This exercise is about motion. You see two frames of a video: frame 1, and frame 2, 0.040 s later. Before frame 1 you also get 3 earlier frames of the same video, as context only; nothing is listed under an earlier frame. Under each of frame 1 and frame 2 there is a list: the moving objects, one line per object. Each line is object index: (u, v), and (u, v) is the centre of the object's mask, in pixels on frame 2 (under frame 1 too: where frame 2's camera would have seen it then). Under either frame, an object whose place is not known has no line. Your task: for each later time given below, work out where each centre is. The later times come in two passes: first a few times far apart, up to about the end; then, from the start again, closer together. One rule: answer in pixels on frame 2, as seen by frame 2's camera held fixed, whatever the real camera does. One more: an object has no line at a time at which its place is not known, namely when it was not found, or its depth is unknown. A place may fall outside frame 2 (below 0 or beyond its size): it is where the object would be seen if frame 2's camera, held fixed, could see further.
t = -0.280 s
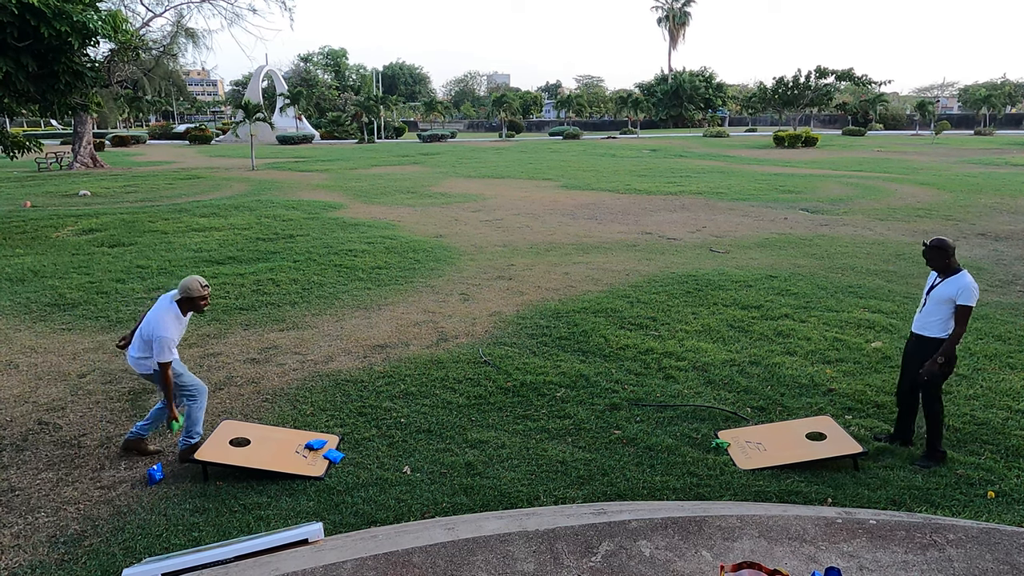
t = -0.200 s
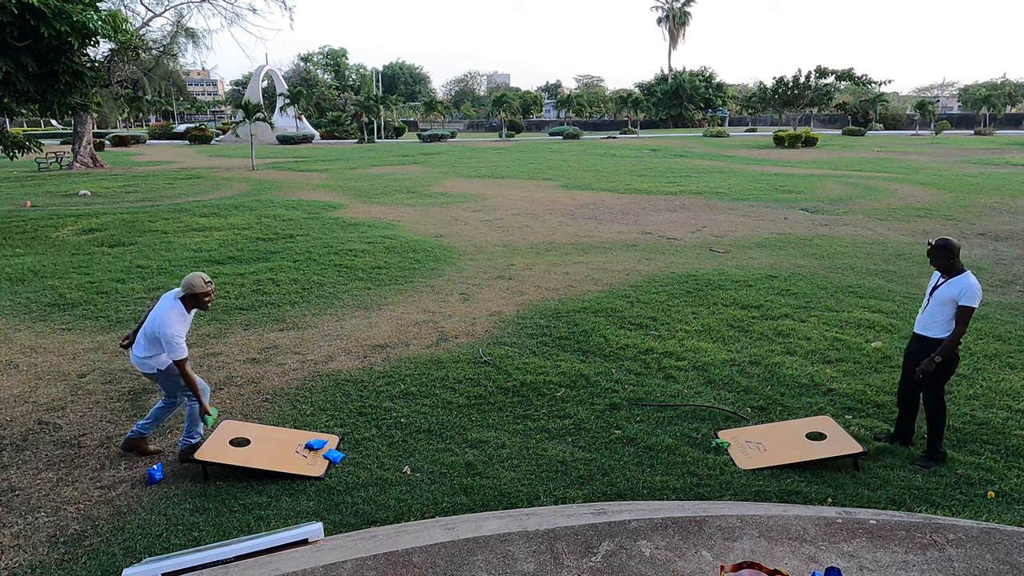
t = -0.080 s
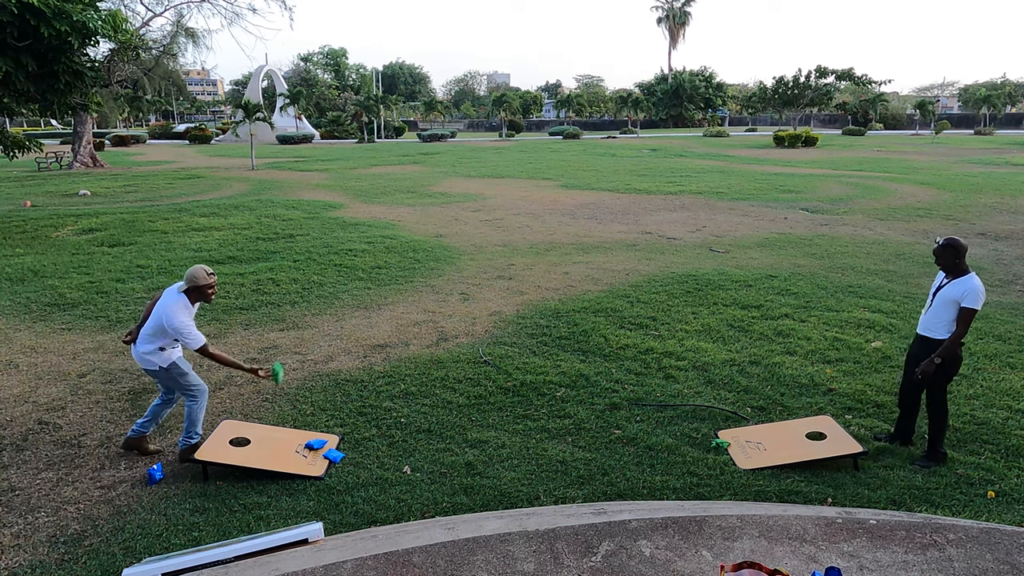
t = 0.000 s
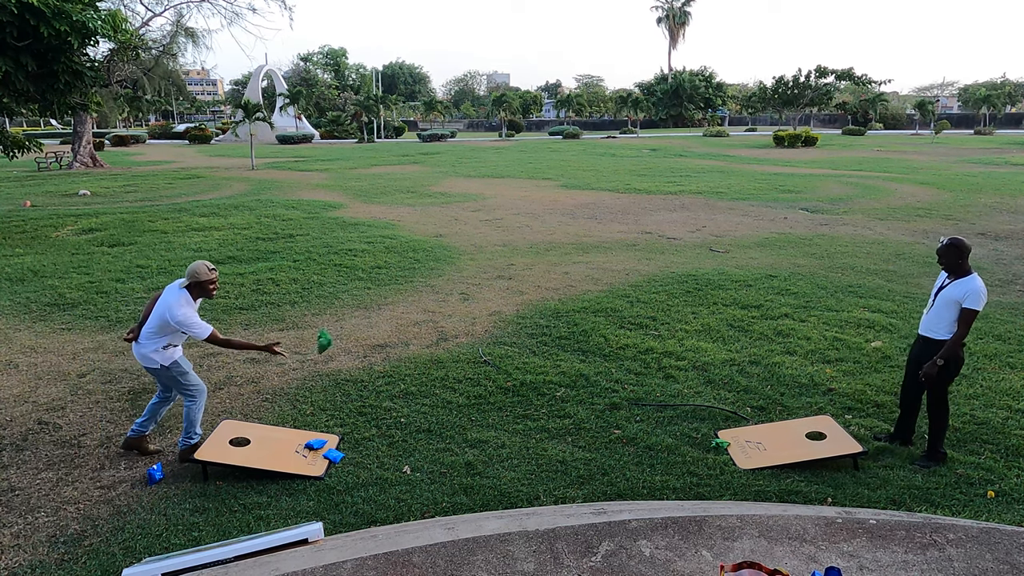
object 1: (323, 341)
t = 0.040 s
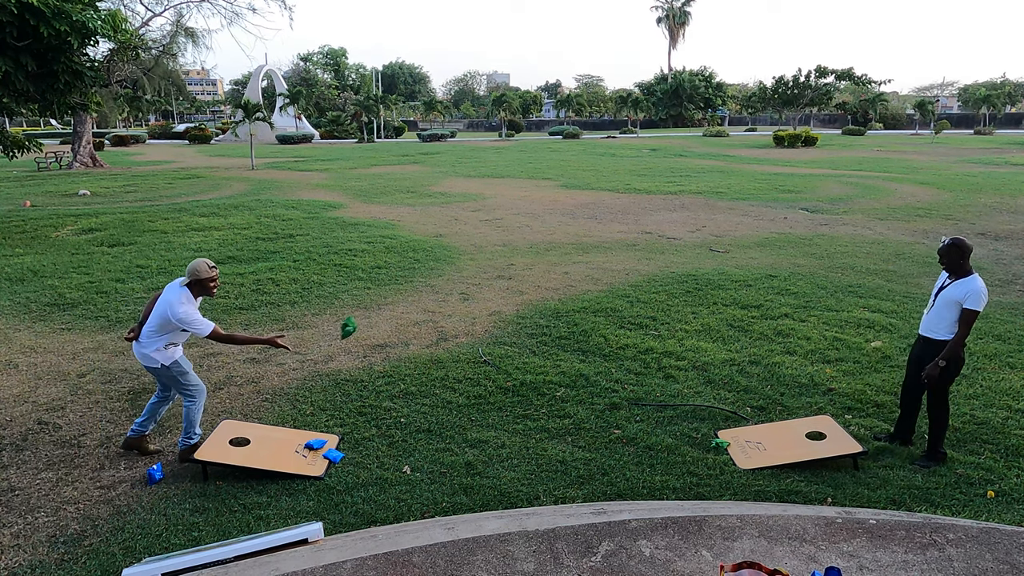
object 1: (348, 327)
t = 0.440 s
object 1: (597, 309)
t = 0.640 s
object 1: (713, 376)
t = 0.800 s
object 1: (791, 451)
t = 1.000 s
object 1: (817, 447)
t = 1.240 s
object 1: (820, 447)
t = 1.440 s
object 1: (820, 447)
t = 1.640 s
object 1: (820, 447)
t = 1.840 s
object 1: (820, 447)
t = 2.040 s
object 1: (820, 447)
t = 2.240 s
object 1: (820, 447)
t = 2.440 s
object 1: (820, 447)
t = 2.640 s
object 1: (820, 447)
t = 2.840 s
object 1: (820, 447)
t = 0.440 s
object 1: (597, 309)
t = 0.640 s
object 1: (713, 376)
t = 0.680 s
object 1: (736, 397)
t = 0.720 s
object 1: (756, 416)
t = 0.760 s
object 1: (777, 440)
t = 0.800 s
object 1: (791, 451)
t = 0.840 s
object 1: (798, 448)
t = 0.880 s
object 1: (804, 447)
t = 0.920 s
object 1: (811, 448)
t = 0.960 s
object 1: (814, 448)
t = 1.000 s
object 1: (817, 447)
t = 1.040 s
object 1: (819, 447)
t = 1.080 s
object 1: (820, 447)
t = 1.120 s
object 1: (820, 447)
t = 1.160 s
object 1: (820, 447)
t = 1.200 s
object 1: (820, 447)
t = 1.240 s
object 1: (820, 447)
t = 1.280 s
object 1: (820, 447)
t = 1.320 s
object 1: (820, 447)
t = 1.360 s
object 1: (820, 447)
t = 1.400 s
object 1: (820, 447)
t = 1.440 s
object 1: (820, 447)
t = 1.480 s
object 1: (820, 447)
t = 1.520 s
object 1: (820, 447)
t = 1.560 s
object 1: (820, 447)
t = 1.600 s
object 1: (820, 447)
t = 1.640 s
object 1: (820, 447)
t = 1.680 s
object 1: (820, 447)
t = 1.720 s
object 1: (820, 447)
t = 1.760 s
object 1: (820, 447)
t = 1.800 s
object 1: (820, 447)
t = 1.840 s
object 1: (820, 447)
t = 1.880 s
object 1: (820, 447)
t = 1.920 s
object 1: (820, 447)
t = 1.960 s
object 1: (820, 447)
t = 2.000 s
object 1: (820, 447)
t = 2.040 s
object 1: (820, 447)
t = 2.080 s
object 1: (820, 447)
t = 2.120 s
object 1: (820, 447)
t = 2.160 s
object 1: (820, 447)
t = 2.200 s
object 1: (820, 447)
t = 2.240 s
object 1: (820, 447)
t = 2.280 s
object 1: (820, 447)
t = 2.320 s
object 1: (820, 447)
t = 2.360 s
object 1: (820, 447)
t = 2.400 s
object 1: (820, 447)
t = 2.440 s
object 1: (820, 447)
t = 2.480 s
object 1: (820, 447)
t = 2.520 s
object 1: (820, 447)
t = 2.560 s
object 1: (820, 447)
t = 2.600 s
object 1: (820, 447)
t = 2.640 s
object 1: (820, 447)
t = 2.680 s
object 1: (820, 447)
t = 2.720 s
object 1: (820, 447)
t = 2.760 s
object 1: (820, 447)
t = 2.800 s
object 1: (820, 447)
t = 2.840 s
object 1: (820, 447)
